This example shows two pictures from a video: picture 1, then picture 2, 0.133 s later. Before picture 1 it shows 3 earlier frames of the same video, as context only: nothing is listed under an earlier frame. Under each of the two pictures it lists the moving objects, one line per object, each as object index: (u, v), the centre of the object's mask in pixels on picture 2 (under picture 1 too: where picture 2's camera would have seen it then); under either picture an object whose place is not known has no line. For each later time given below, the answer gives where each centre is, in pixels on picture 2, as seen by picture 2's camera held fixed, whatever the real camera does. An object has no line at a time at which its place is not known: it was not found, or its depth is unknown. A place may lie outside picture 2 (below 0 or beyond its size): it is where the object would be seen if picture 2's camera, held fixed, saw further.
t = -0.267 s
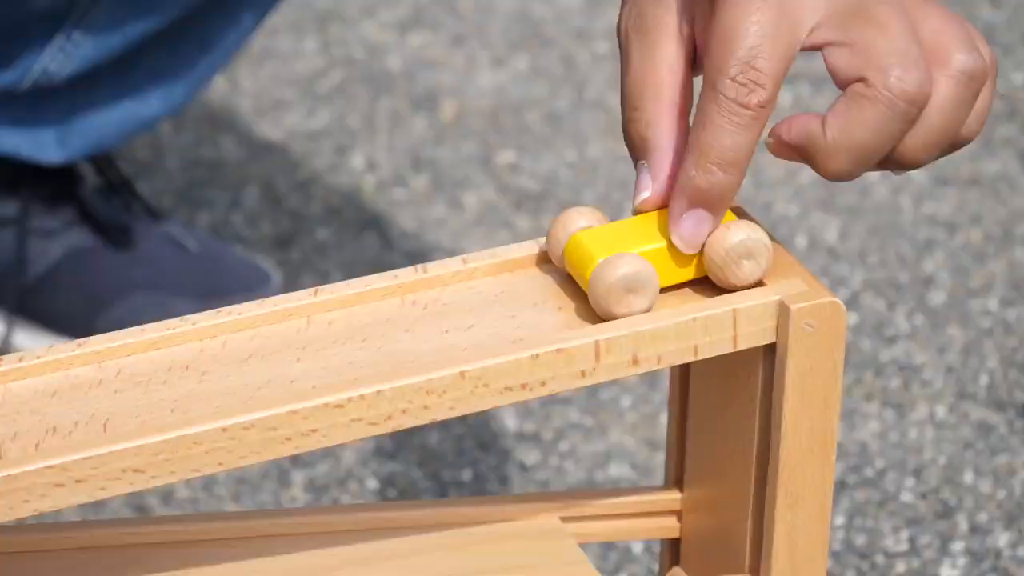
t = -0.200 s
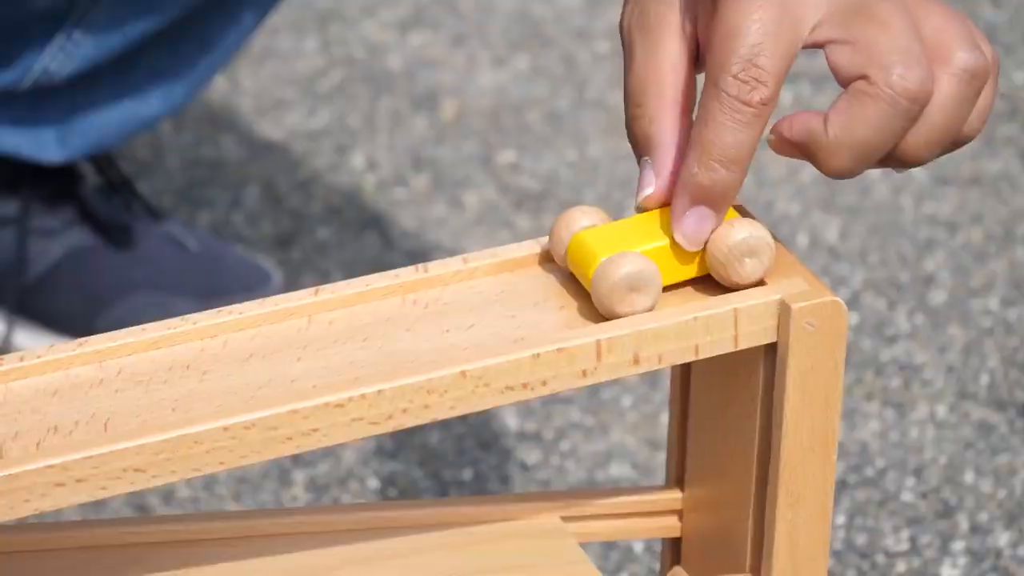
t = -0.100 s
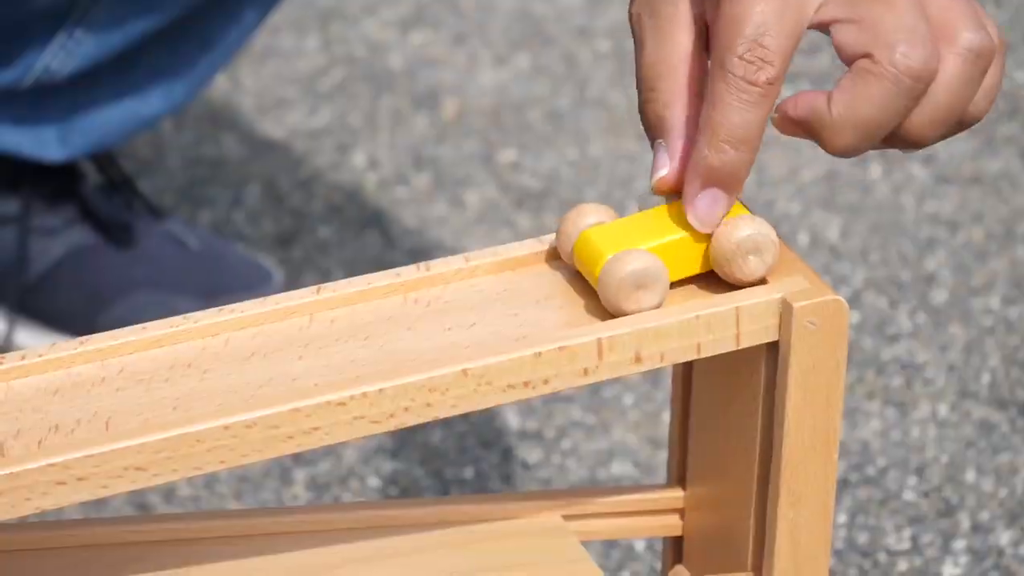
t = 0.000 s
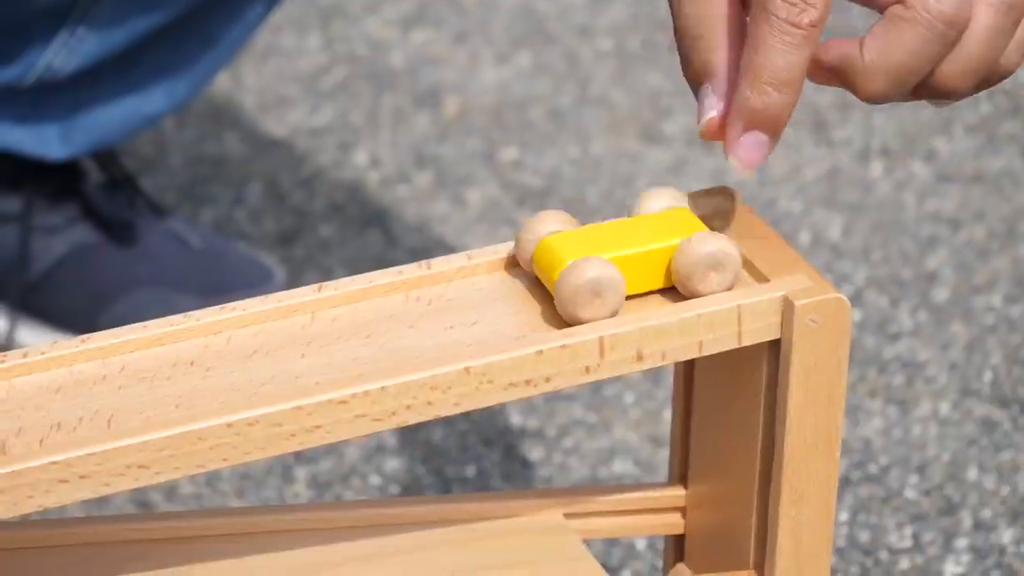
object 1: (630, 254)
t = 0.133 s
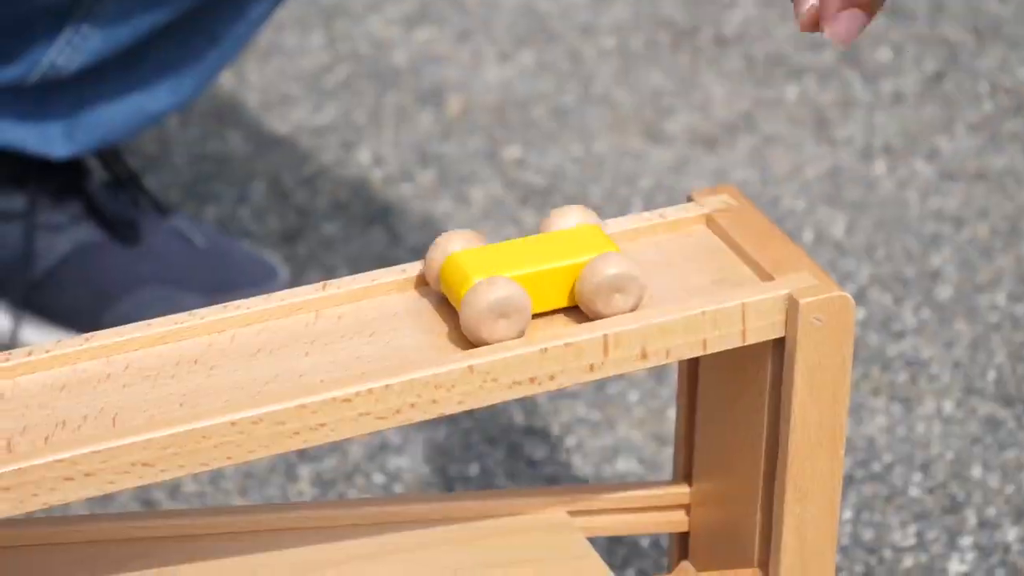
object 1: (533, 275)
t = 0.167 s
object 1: (503, 281)
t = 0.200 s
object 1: (472, 289)
